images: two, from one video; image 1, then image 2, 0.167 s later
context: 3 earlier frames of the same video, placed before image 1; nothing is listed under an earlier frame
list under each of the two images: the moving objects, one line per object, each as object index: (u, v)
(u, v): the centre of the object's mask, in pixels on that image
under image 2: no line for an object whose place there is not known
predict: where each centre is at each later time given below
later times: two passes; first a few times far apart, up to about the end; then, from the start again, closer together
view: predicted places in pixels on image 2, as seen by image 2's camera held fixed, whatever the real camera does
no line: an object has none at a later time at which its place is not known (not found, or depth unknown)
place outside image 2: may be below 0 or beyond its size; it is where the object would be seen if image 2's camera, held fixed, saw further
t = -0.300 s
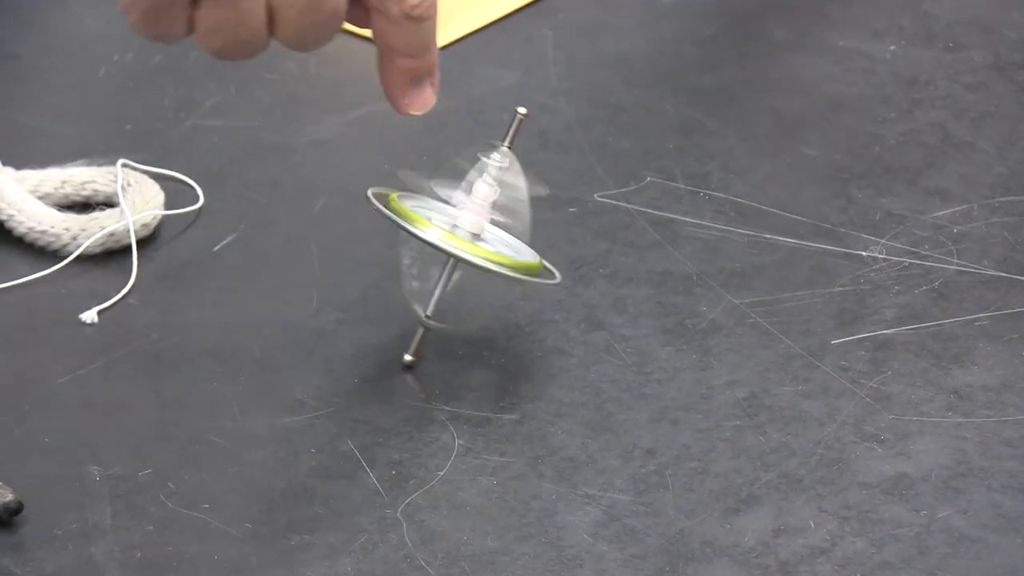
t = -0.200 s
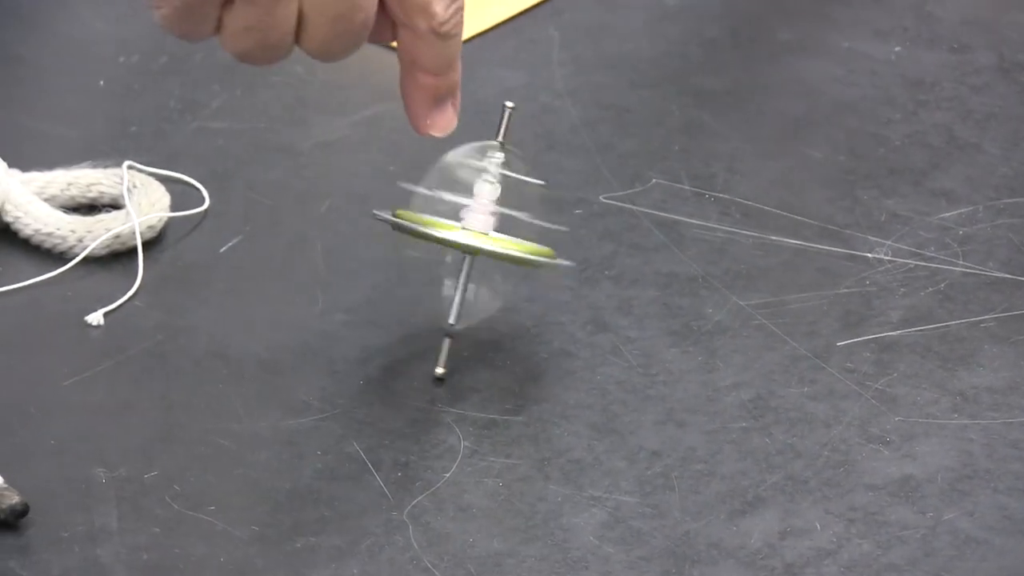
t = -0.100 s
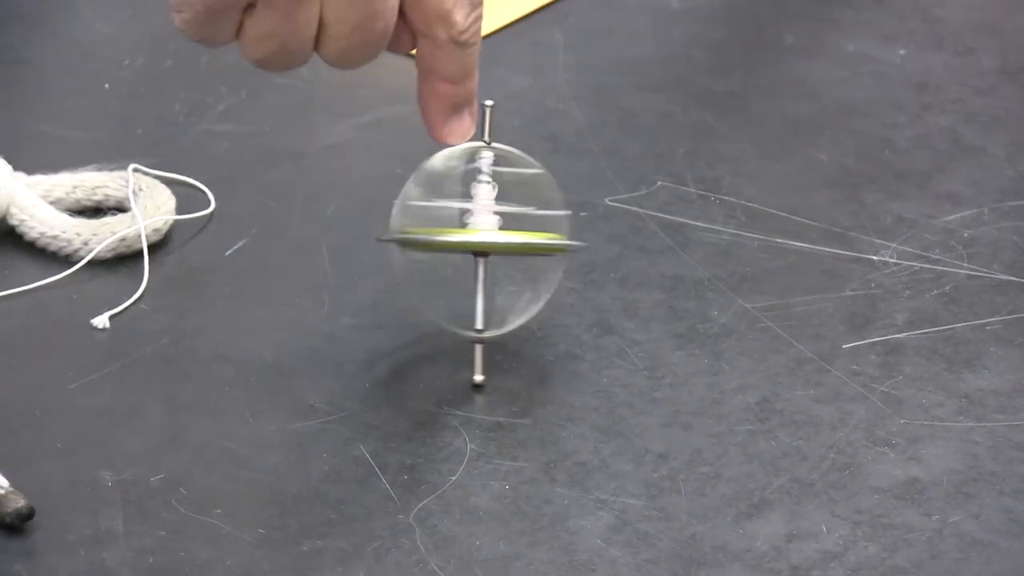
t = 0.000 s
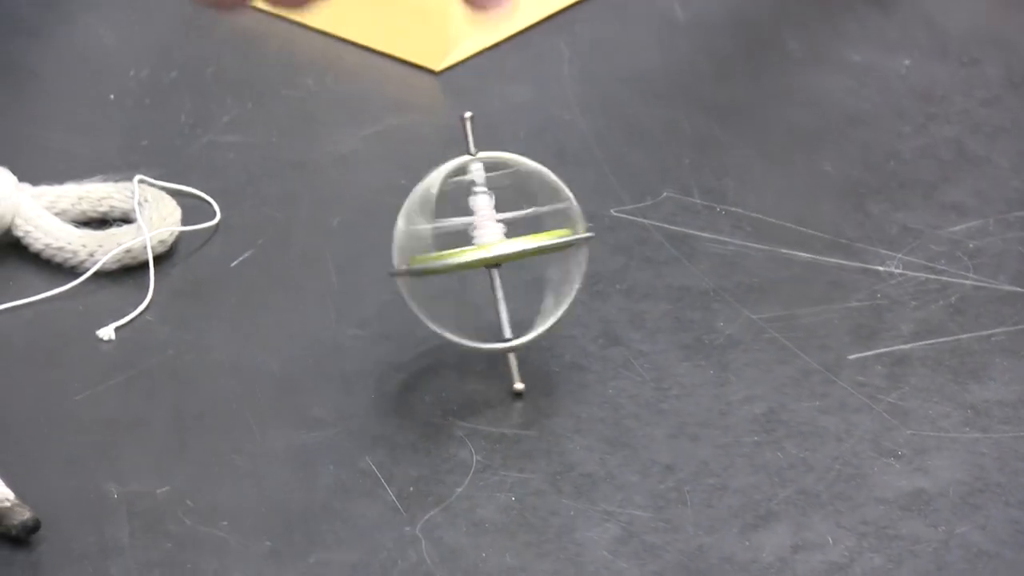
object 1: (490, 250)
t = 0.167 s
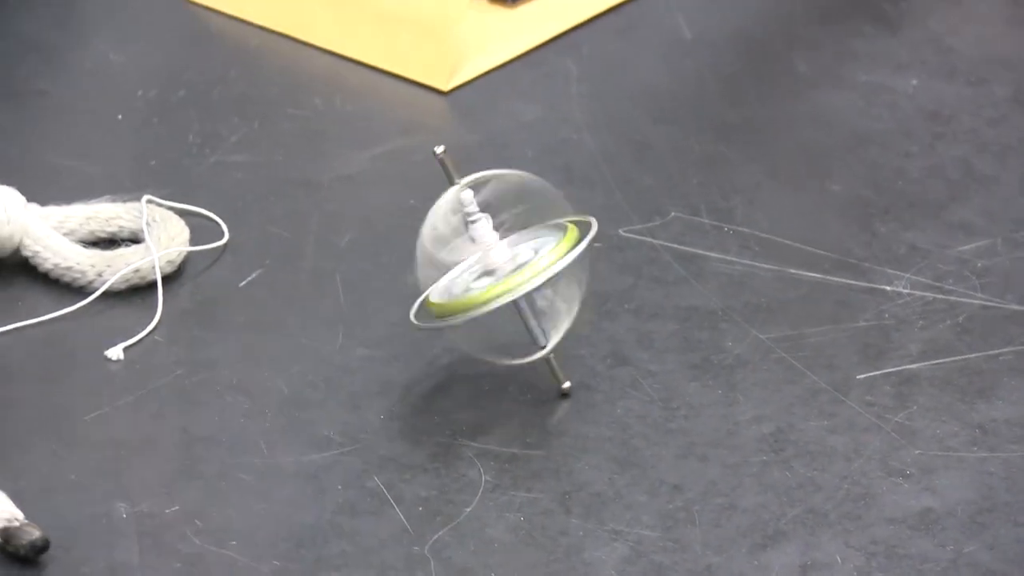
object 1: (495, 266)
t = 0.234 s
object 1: (500, 265)
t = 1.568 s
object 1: (512, 269)
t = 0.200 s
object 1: (497, 264)
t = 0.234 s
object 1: (500, 265)
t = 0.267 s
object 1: (501, 265)
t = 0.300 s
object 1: (501, 267)
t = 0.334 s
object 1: (503, 266)
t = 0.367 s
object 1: (501, 264)
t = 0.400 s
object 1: (502, 267)
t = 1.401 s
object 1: (511, 257)
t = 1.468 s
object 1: (511, 272)
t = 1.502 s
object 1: (509, 257)
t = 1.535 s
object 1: (511, 267)
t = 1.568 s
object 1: (512, 269)
